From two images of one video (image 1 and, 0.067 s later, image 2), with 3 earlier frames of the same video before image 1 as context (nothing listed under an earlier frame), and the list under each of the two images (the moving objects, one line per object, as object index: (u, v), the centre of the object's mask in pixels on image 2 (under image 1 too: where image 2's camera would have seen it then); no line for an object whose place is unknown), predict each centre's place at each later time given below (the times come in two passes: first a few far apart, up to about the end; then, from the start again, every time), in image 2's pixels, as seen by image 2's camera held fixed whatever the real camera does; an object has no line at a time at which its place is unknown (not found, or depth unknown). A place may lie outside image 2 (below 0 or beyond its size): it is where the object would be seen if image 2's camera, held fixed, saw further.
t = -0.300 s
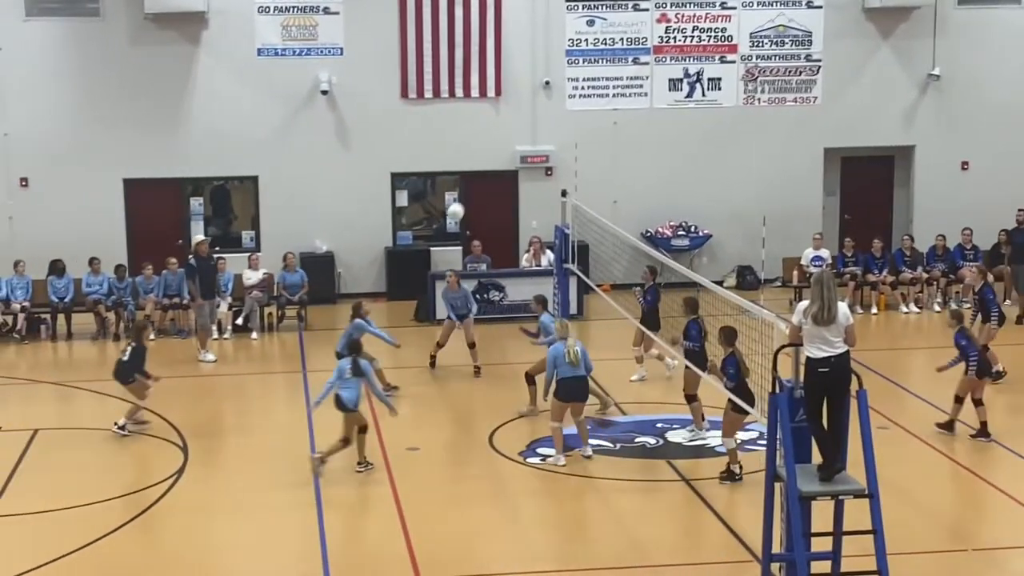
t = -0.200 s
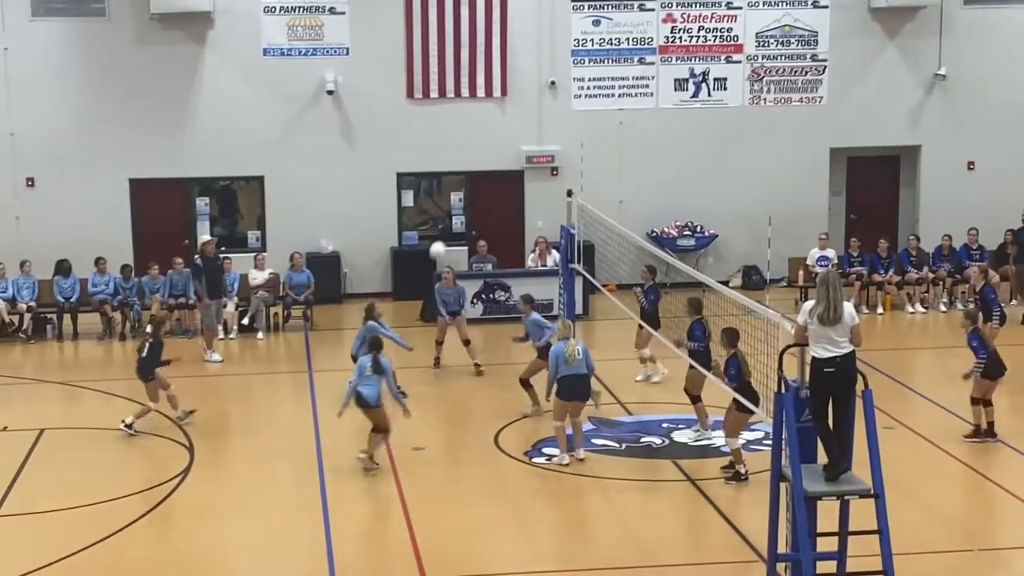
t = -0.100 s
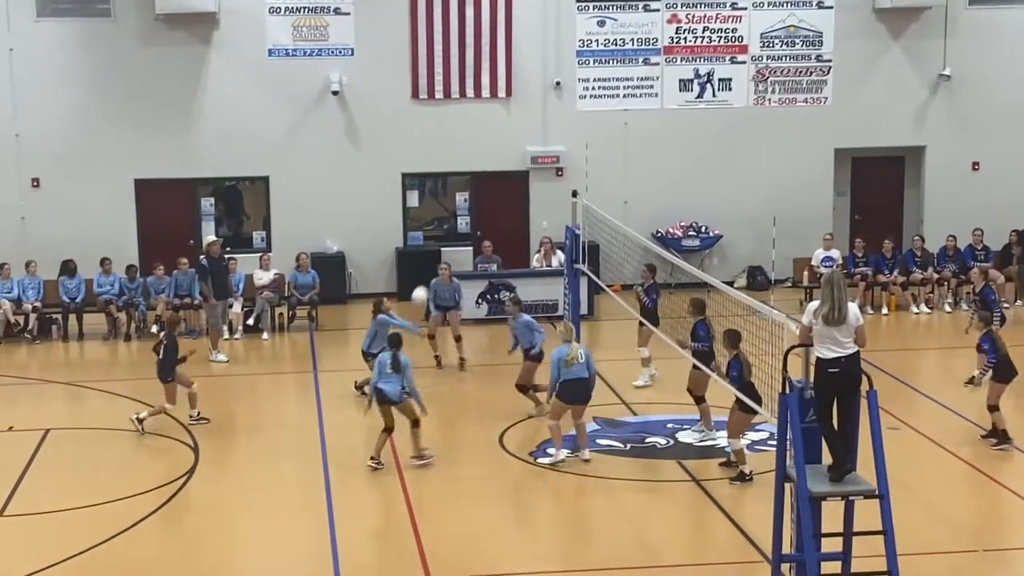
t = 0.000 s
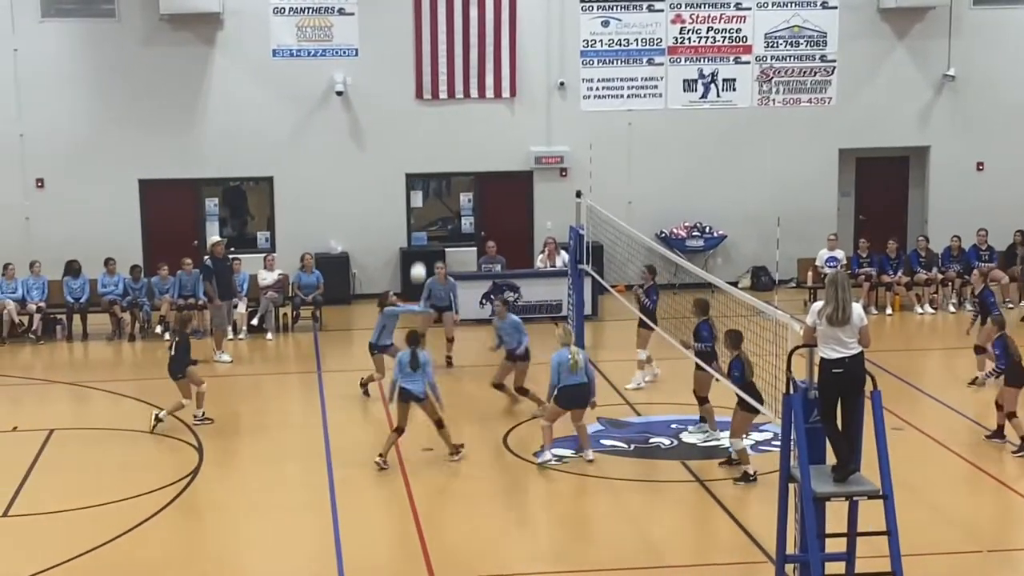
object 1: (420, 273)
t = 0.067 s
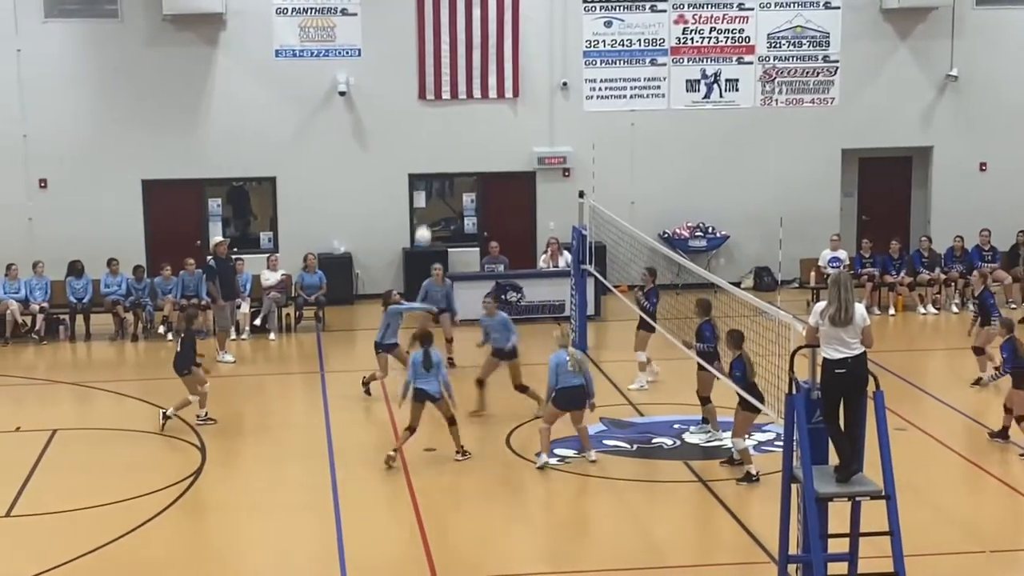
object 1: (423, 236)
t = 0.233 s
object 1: (429, 154)
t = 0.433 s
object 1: (435, 84)
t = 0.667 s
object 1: (442, 43)
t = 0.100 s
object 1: (424, 218)
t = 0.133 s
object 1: (424, 200)
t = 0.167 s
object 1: (427, 184)
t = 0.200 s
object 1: (427, 169)
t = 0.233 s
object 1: (429, 154)
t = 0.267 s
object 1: (430, 141)
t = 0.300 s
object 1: (431, 128)
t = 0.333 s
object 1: (432, 116)
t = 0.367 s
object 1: (433, 104)
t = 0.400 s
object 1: (434, 93)
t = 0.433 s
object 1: (435, 84)
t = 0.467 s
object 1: (436, 76)
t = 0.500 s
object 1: (437, 68)
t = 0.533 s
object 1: (439, 61)
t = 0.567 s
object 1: (439, 55)
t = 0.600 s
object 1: (440, 50)
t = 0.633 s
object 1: (441, 46)
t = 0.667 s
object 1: (442, 43)
